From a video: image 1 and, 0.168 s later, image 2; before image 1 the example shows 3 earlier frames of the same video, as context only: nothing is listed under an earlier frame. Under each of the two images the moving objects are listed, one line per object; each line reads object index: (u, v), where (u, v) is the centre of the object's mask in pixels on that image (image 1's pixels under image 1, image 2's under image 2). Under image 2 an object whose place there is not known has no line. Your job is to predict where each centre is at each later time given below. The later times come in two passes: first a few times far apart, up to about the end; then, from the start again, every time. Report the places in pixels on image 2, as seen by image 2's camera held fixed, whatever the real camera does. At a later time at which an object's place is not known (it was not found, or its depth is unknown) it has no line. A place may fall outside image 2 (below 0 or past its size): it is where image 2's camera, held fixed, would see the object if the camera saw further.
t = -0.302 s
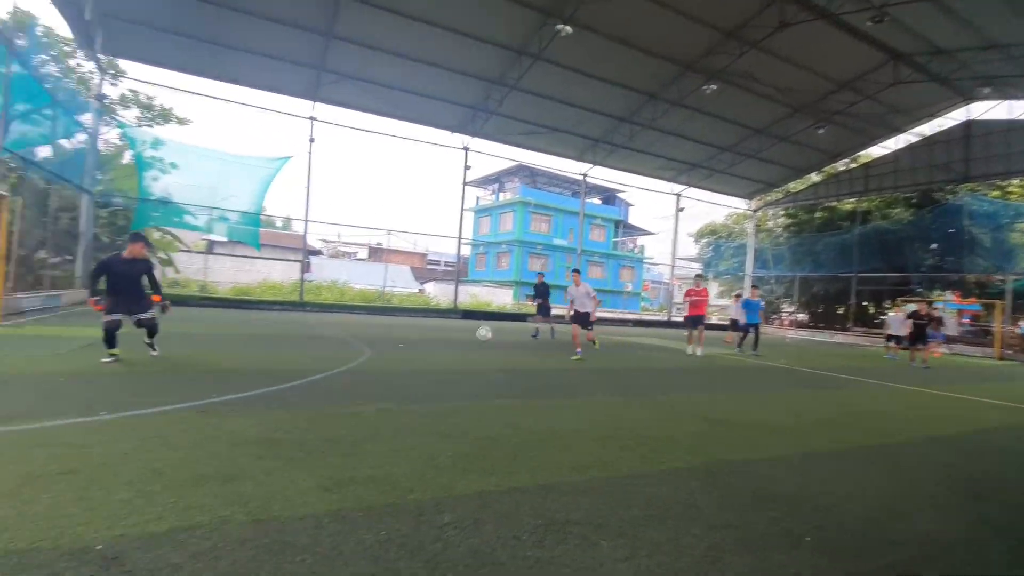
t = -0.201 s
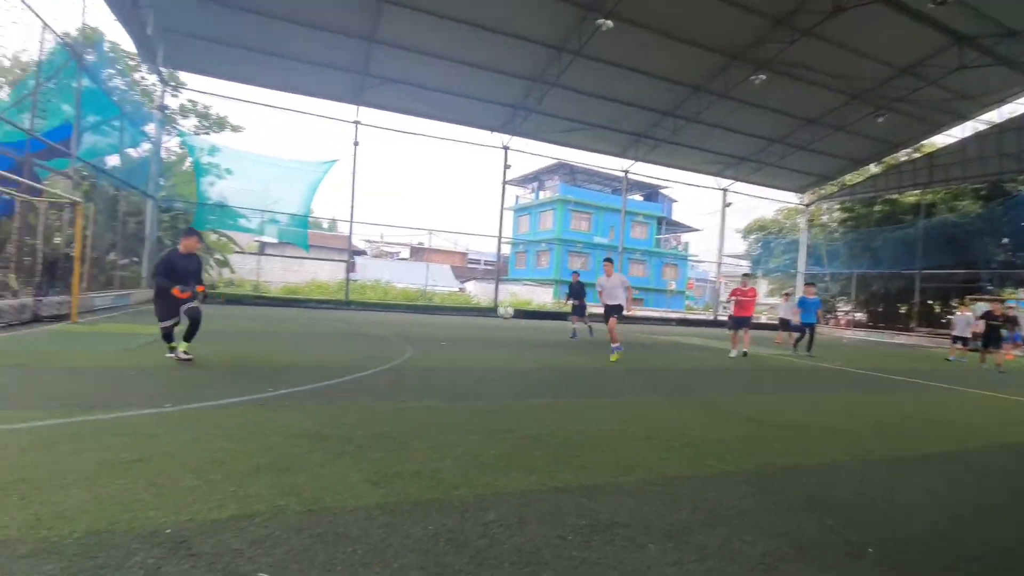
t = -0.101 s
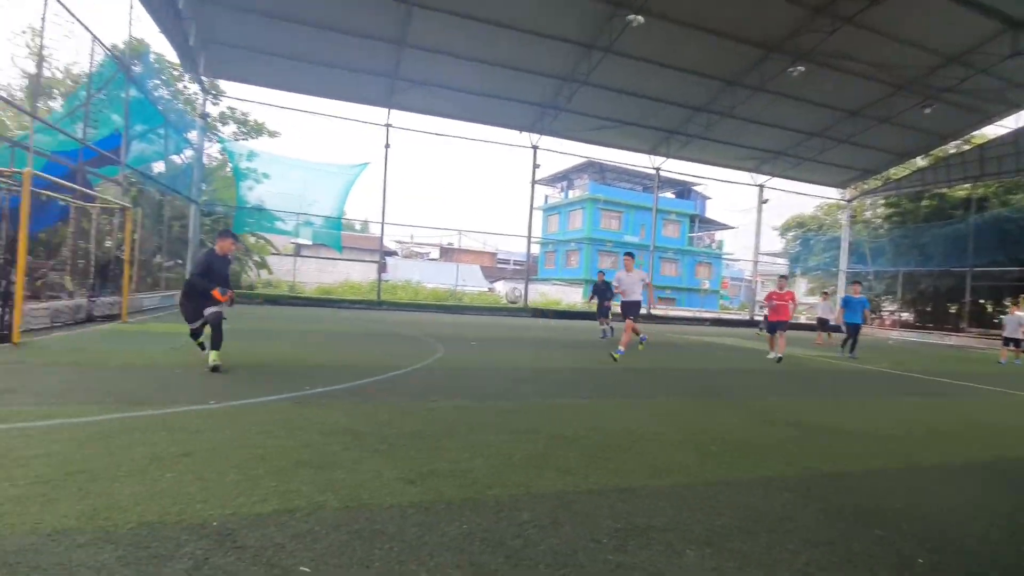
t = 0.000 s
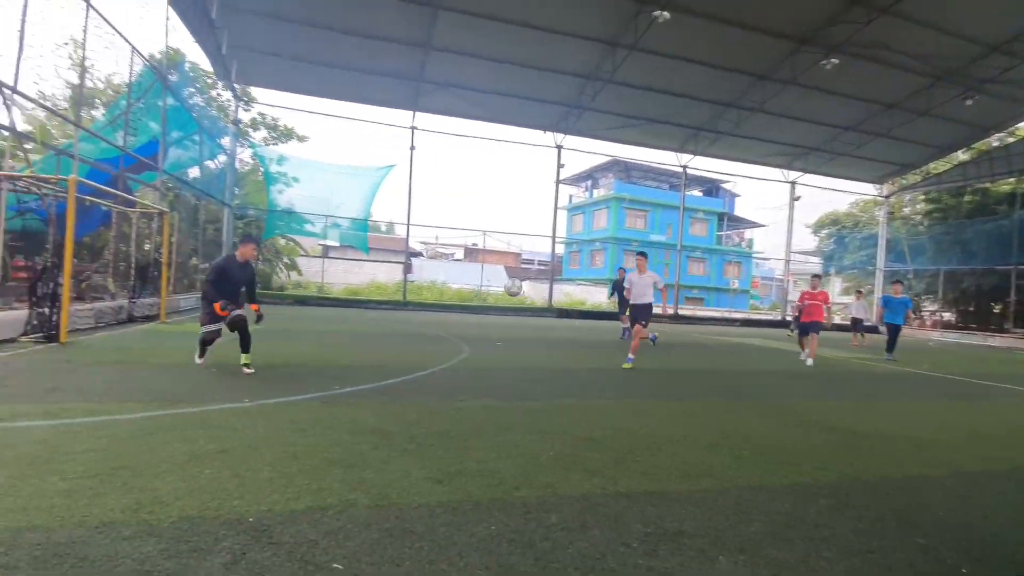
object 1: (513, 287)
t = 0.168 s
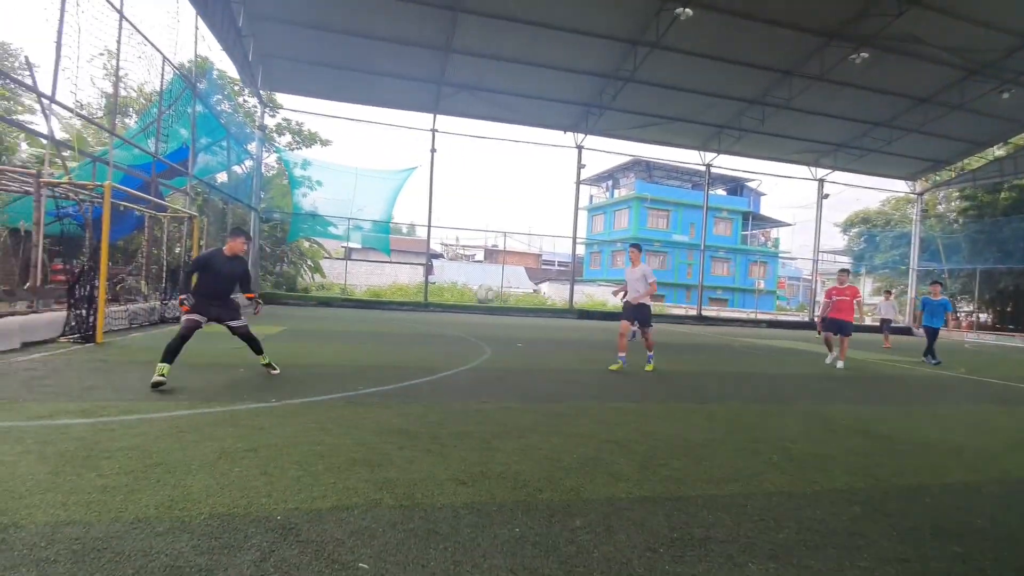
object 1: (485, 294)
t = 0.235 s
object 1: (461, 305)
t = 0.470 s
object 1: (361, 390)
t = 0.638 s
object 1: (273, 364)
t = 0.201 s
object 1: (474, 297)
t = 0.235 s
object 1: (461, 305)
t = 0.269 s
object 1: (448, 311)
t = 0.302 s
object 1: (434, 320)
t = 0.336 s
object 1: (421, 330)
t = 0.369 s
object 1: (407, 342)
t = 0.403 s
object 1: (392, 355)
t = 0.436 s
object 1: (377, 372)
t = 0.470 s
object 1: (361, 390)
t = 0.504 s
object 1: (345, 385)
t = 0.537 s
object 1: (328, 379)
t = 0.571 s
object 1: (311, 374)
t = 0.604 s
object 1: (292, 369)
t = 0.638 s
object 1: (273, 364)
